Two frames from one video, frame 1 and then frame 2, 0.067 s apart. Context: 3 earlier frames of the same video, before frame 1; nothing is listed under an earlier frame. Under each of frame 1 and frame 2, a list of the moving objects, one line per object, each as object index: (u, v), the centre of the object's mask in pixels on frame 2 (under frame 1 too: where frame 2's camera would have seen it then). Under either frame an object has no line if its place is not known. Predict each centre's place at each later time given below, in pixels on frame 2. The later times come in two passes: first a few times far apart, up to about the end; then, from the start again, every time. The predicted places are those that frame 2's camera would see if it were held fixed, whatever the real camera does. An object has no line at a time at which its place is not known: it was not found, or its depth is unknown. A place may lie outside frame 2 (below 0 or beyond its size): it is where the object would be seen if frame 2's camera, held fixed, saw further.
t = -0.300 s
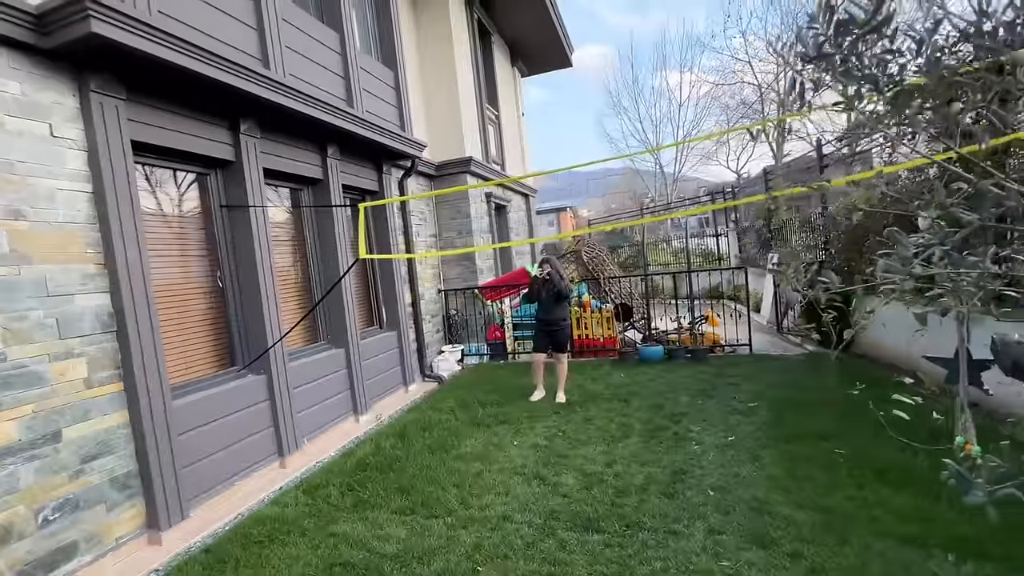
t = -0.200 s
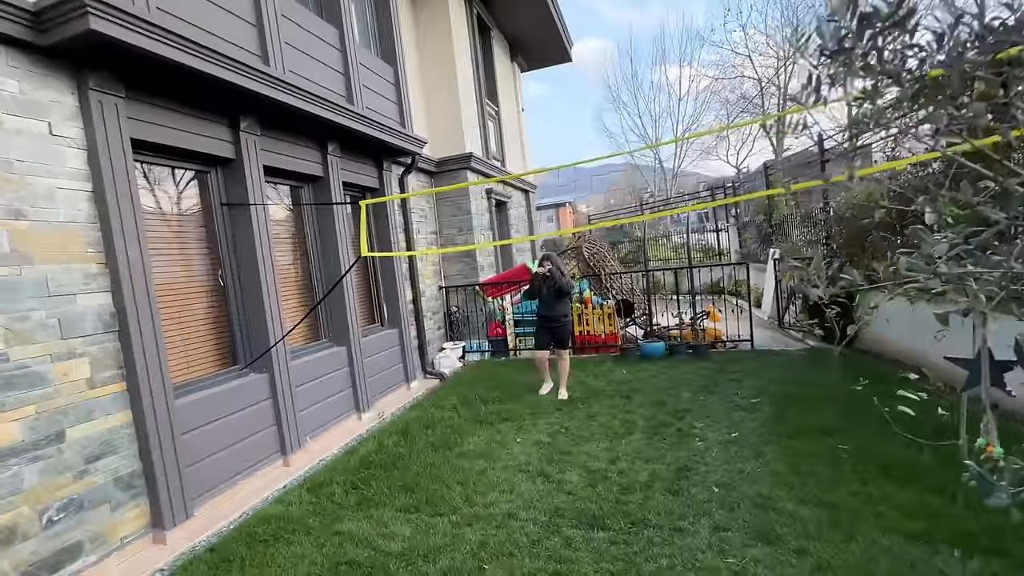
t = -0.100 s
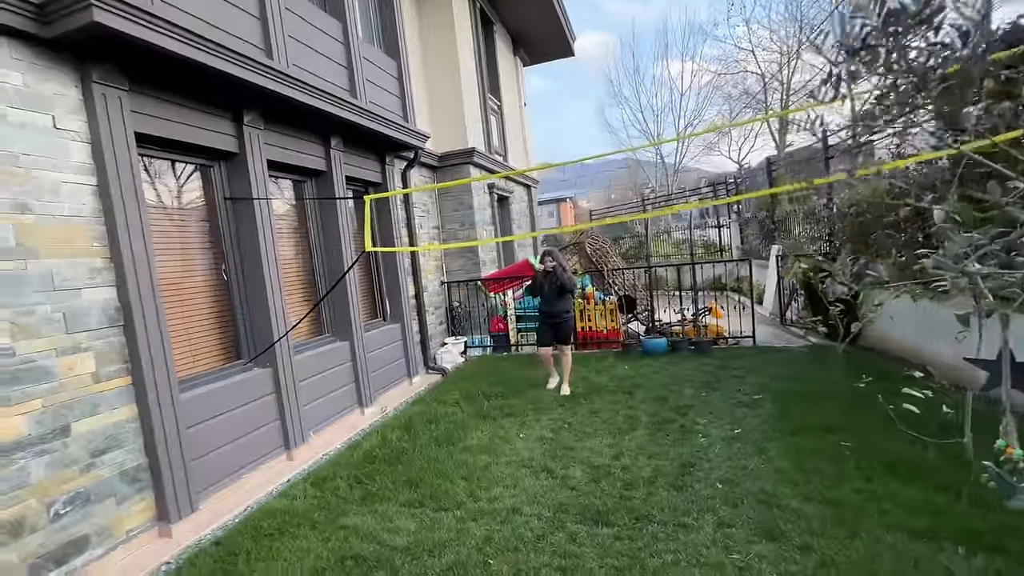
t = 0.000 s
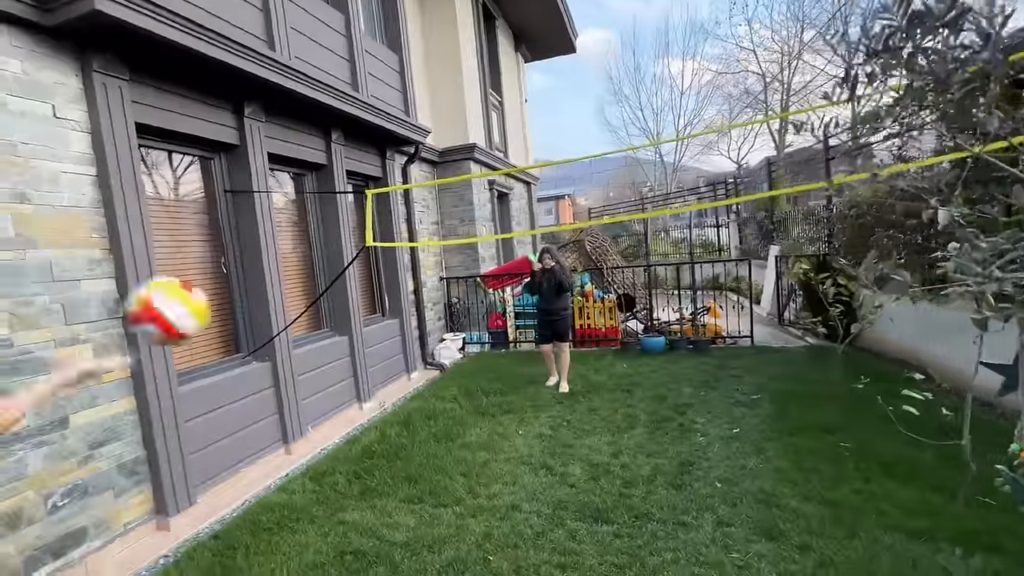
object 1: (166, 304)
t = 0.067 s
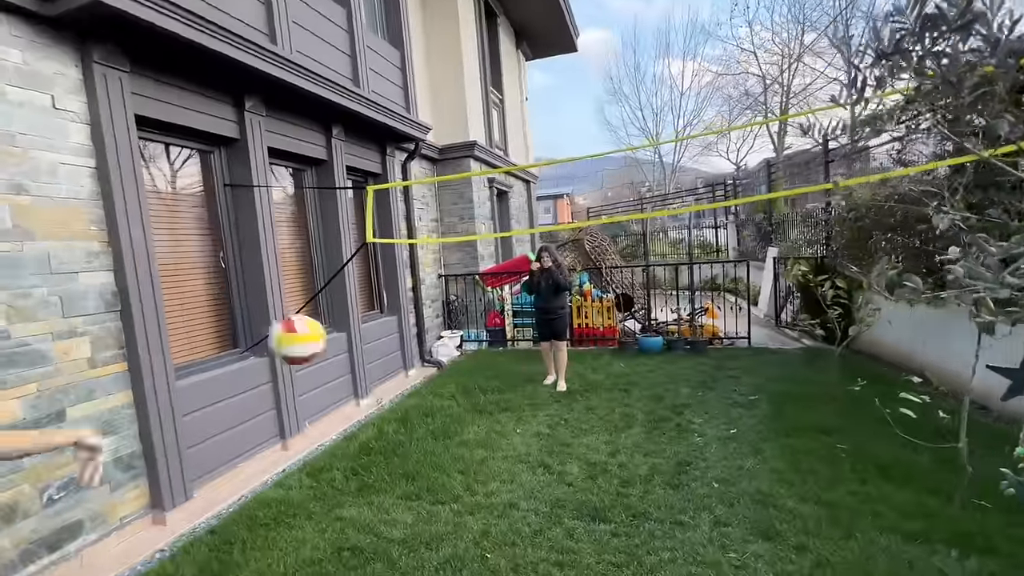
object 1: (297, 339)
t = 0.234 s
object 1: (450, 406)
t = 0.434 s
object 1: (500, 392)
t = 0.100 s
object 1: (342, 353)
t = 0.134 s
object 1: (377, 367)
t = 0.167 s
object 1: (407, 381)
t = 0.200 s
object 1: (430, 394)
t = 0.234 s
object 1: (450, 406)
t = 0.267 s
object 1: (467, 417)
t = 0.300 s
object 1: (483, 428)
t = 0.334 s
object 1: (493, 431)
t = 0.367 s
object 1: (496, 417)
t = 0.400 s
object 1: (498, 404)
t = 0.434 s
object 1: (500, 392)
